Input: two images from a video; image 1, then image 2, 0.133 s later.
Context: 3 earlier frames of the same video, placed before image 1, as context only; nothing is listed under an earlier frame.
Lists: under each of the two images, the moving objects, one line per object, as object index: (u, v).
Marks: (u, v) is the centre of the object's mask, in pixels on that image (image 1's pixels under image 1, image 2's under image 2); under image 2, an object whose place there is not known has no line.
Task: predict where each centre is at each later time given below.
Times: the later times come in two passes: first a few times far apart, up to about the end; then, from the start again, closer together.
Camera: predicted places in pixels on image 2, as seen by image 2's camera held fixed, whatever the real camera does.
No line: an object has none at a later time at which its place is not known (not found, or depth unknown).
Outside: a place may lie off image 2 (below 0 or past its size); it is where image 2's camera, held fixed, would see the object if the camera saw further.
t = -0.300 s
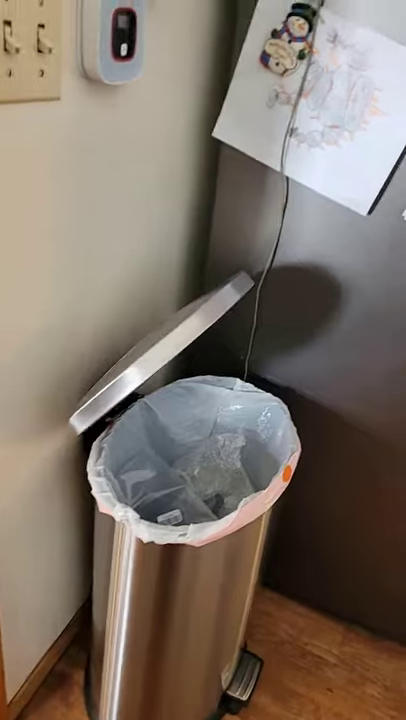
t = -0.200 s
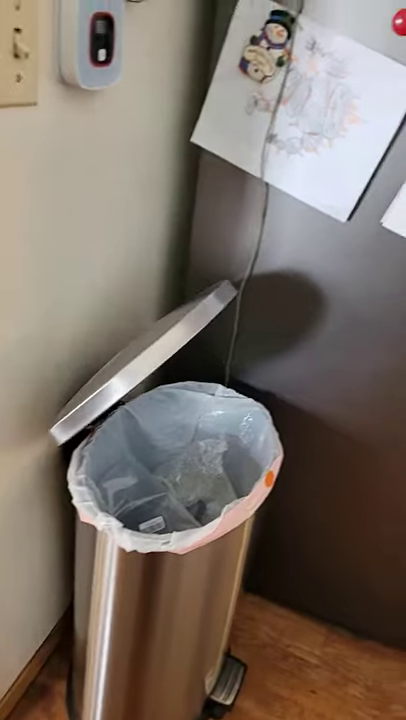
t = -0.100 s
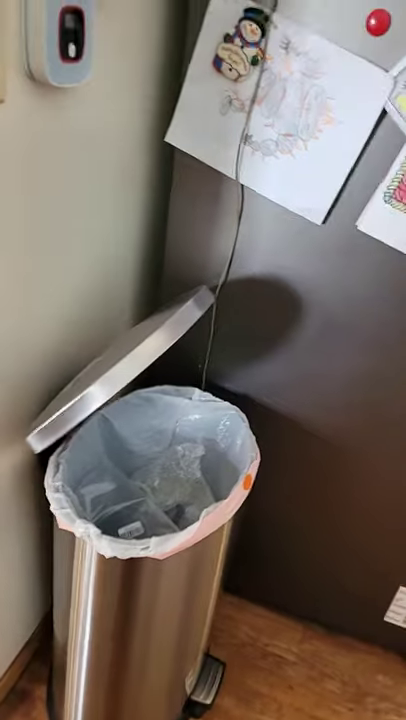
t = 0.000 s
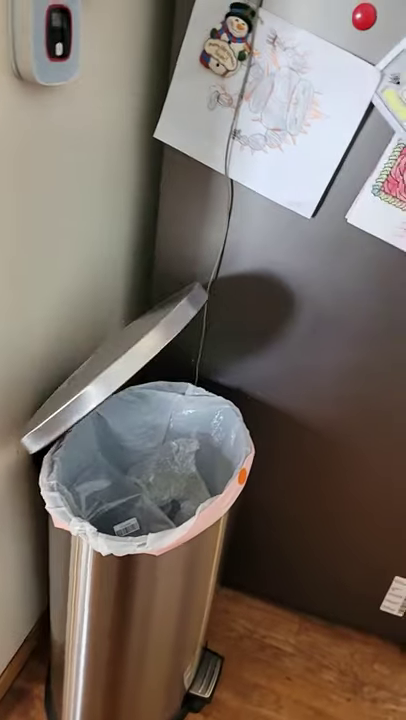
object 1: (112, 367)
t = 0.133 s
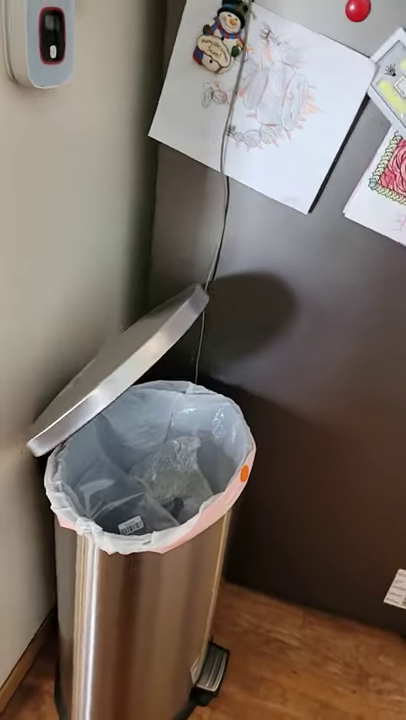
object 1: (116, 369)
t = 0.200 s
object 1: (118, 371)
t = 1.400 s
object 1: (135, 394)
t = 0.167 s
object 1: (117, 370)
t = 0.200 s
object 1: (118, 371)
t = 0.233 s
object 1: (119, 371)
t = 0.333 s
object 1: (120, 372)
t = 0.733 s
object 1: (125, 381)
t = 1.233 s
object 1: (134, 390)
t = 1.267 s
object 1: (134, 390)
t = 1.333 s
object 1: (135, 392)
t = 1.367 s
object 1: (135, 393)
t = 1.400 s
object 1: (135, 394)
